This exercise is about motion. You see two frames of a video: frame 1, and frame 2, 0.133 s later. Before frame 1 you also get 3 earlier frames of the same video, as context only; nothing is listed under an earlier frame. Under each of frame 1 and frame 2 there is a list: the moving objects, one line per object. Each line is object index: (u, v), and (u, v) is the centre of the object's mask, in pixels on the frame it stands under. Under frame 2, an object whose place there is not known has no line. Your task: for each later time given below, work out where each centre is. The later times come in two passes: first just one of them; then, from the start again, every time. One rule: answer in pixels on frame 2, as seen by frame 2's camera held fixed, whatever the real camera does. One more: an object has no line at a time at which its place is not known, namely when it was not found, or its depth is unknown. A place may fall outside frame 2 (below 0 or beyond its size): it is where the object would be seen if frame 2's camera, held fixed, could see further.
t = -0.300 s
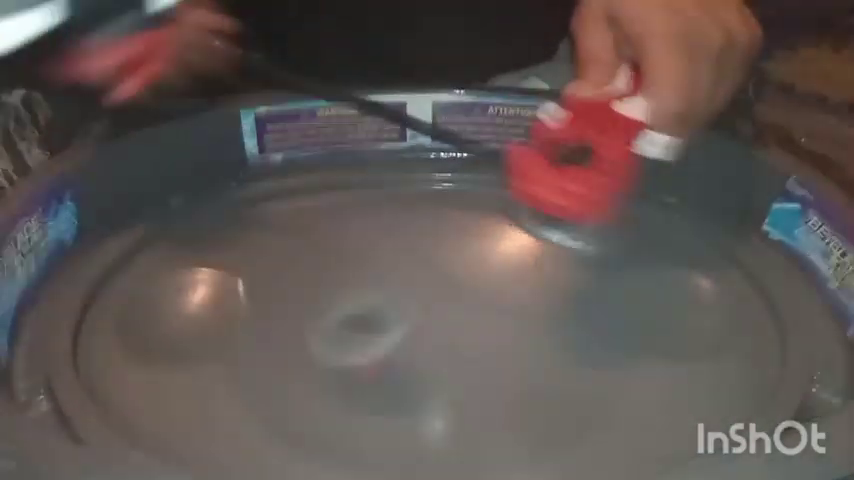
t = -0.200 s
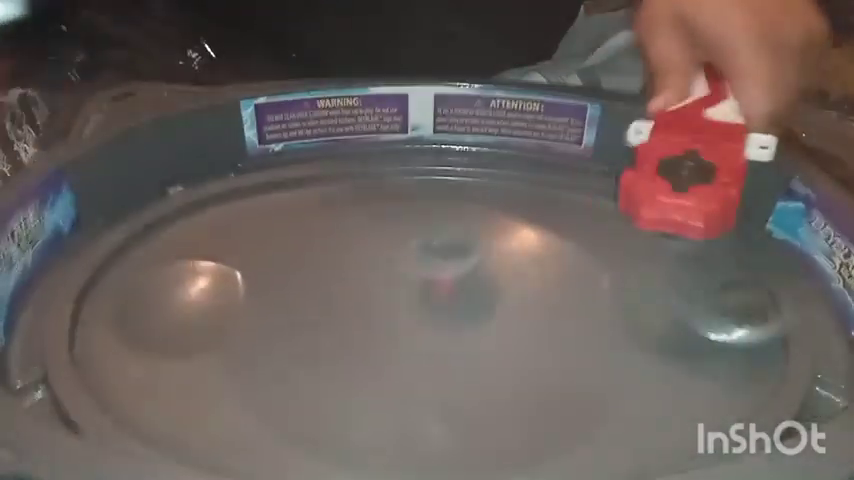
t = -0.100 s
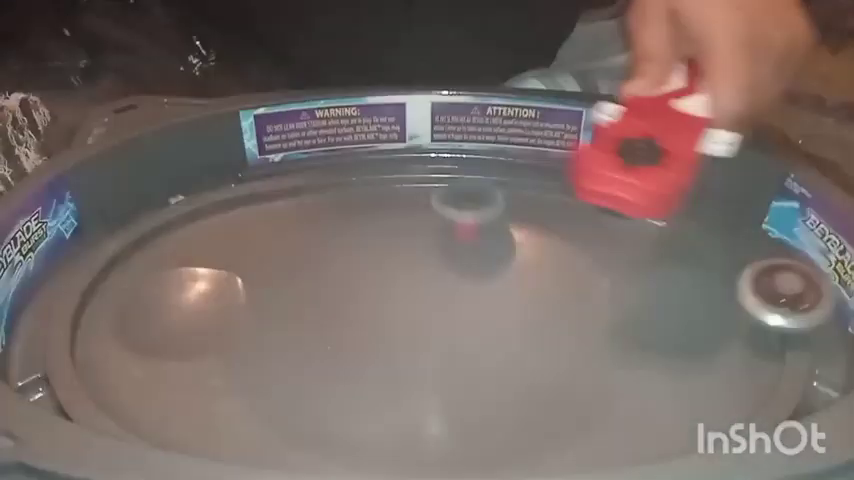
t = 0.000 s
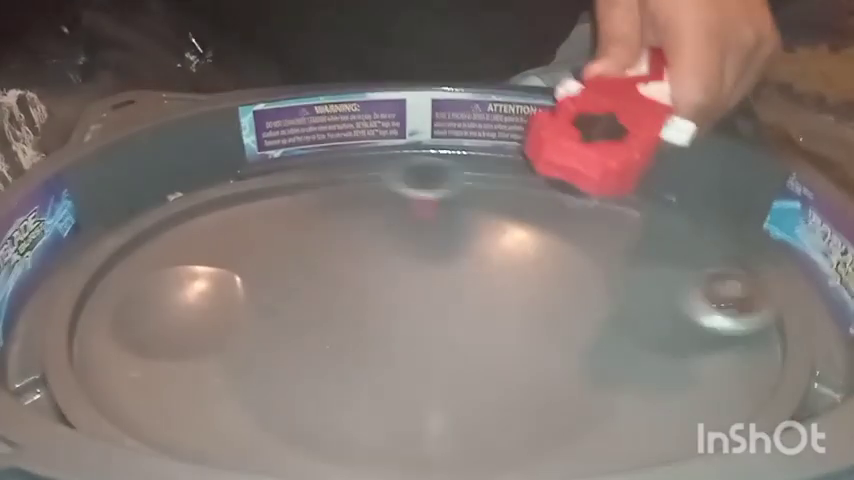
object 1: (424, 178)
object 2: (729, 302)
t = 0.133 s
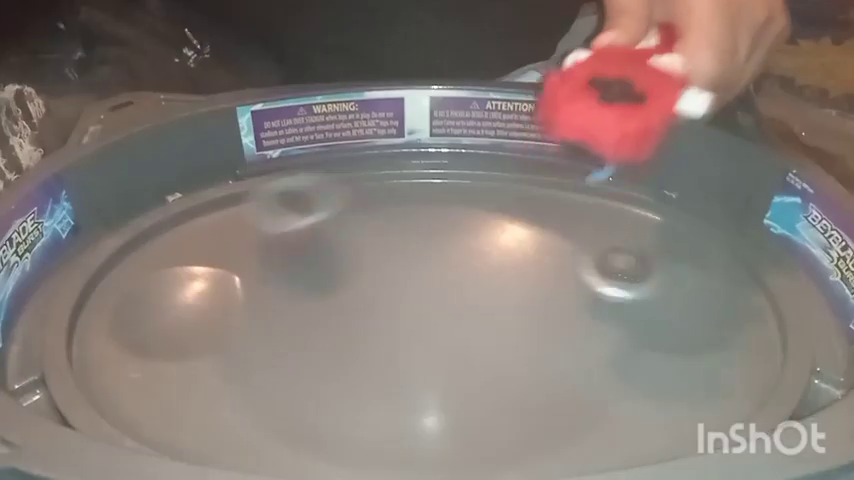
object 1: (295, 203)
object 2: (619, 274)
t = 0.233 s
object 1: (204, 258)
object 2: (549, 281)
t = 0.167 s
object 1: (256, 220)
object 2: (601, 275)
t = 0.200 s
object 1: (230, 236)
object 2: (575, 278)
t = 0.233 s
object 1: (204, 258)
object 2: (549, 281)
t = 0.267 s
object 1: (171, 274)
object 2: (517, 282)
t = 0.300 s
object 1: (145, 284)
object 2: (485, 280)
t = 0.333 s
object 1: (137, 292)
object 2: (452, 279)
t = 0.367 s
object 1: (139, 301)
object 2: (422, 276)
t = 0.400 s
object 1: (156, 306)
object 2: (399, 276)
